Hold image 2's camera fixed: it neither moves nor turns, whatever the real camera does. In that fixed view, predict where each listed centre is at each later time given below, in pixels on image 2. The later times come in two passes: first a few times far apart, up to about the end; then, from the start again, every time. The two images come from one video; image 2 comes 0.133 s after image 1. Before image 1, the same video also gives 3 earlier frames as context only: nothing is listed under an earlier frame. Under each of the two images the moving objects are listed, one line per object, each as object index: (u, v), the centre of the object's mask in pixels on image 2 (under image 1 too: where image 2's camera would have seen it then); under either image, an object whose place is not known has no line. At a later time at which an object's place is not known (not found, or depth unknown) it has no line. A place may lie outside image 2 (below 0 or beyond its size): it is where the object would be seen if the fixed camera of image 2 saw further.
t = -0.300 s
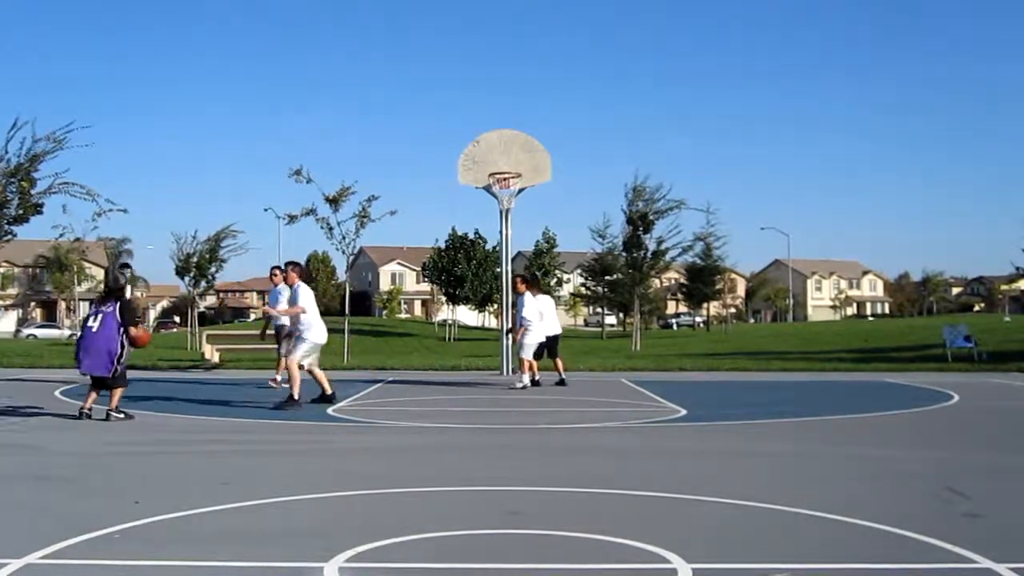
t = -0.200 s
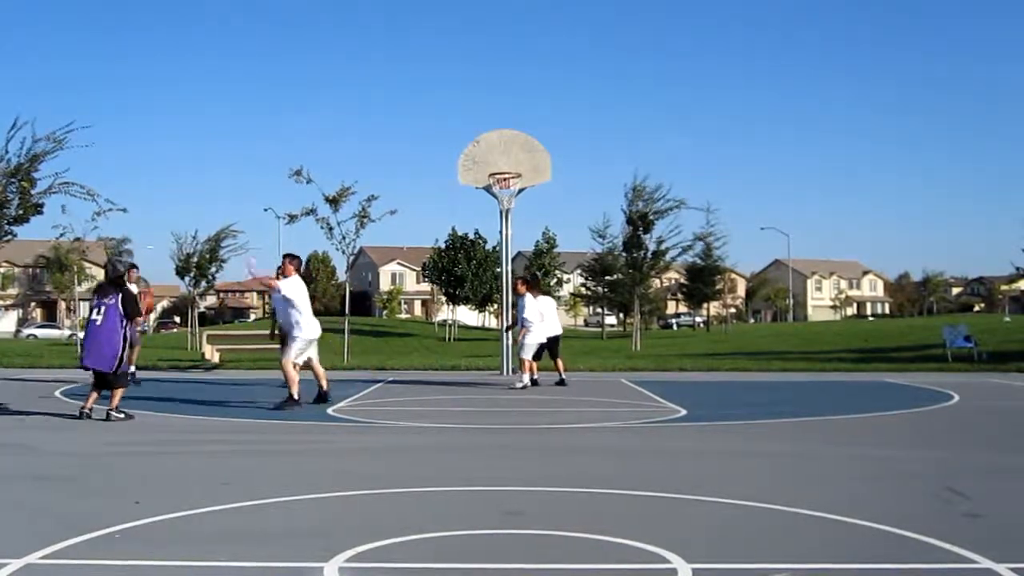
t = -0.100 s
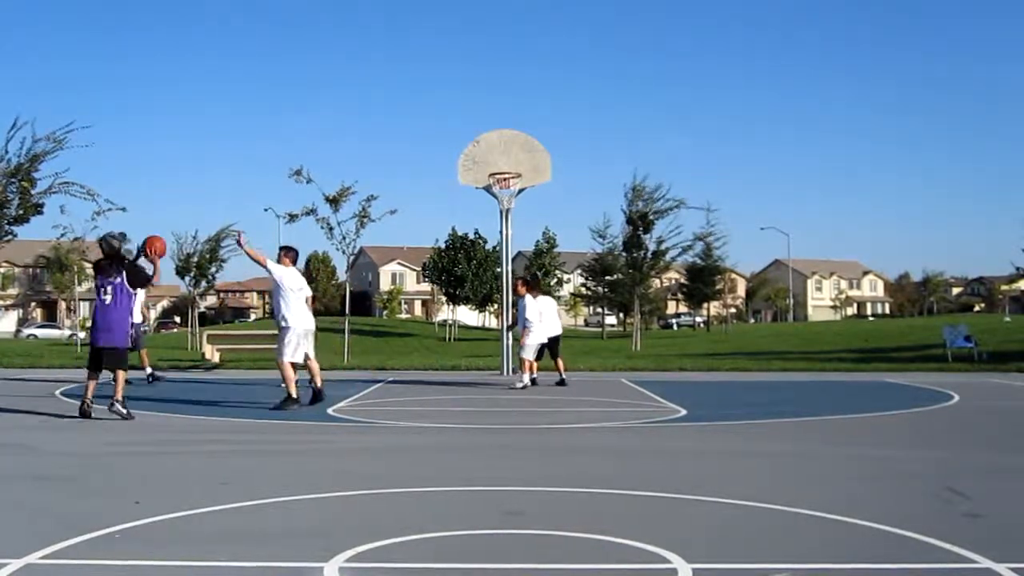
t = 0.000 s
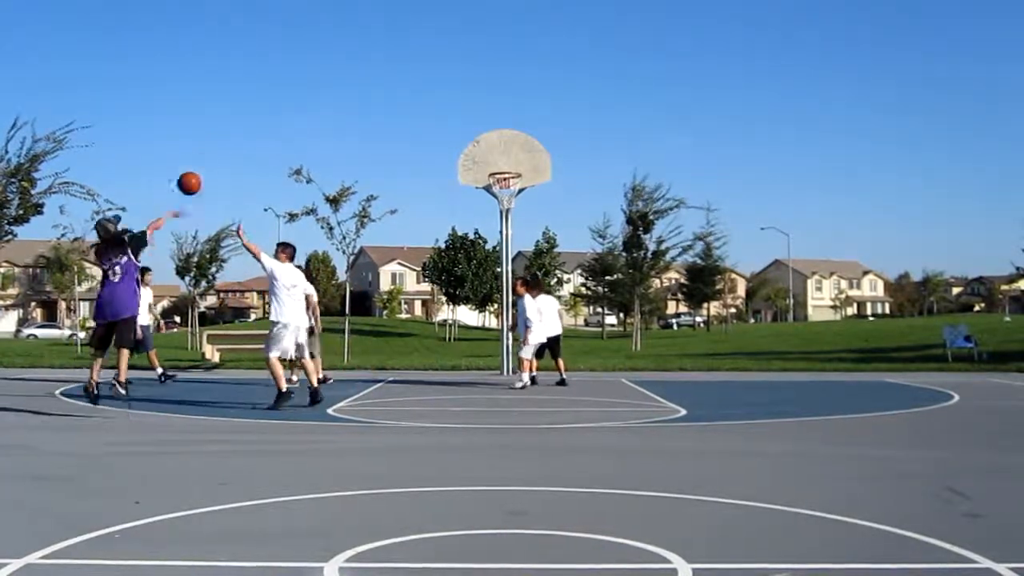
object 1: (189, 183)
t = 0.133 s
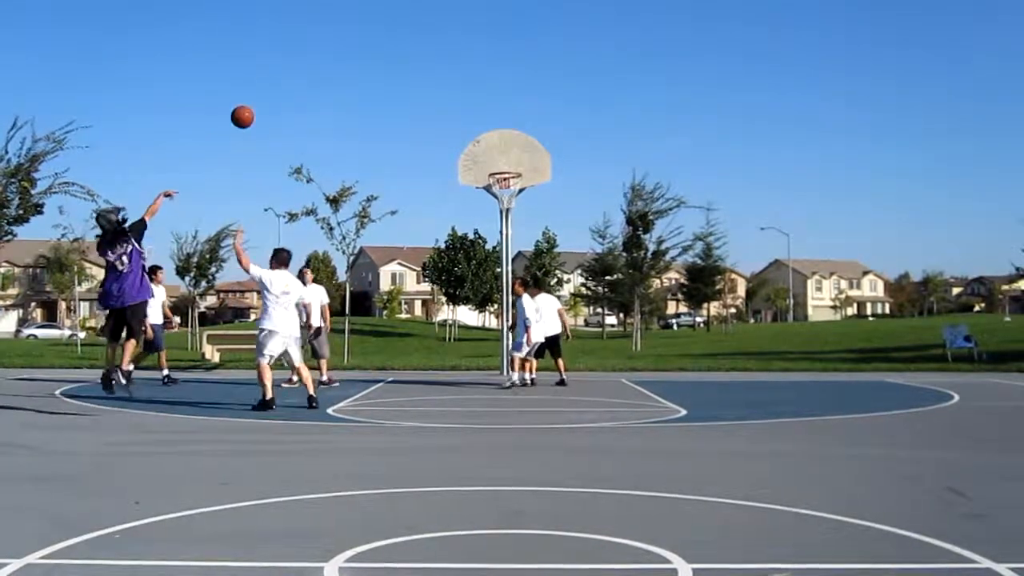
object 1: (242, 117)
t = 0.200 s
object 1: (267, 92)
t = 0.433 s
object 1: (341, 44)
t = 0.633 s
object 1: (394, 40)
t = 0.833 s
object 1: (442, 66)
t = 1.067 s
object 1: (490, 125)
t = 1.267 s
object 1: (503, 152)
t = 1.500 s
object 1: (463, 112)
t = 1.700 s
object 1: (428, 107)
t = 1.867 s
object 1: (398, 123)
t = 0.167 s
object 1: (255, 104)
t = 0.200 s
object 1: (267, 92)
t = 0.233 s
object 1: (278, 81)
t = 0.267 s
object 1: (289, 73)
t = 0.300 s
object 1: (299, 65)
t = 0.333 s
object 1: (311, 59)
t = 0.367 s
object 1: (321, 52)
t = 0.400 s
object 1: (331, 48)
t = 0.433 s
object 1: (341, 44)
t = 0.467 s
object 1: (350, 41)
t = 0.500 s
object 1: (359, 39)
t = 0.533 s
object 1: (368, 38)
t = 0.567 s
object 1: (378, 38)
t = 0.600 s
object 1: (386, 39)
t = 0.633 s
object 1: (394, 40)
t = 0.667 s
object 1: (403, 43)
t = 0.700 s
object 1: (411, 46)
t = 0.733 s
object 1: (419, 50)
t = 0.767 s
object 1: (427, 54)
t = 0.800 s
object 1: (435, 59)
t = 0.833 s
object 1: (442, 66)
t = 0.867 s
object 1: (449, 72)
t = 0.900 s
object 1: (456, 79)
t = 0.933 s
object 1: (464, 87)
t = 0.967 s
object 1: (471, 96)
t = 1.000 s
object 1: (477, 105)
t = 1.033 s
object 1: (484, 114)
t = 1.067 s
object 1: (490, 125)
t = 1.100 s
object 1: (497, 135)
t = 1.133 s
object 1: (503, 147)
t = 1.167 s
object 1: (509, 159)
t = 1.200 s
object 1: (515, 170)
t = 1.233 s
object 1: (509, 161)
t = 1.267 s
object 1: (503, 152)
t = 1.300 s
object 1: (498, 144)
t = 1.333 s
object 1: (492, 137)
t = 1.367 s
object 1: (486, 131)
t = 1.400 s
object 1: (480, 125)
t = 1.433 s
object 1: (475, 120)
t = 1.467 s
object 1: (468, 116)
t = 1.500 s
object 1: (463, 112)
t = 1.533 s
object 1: (457, 110)
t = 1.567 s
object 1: (451, 108)
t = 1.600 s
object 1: (445, 106)
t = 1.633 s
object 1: (439, 105)
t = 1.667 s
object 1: (434, 105)
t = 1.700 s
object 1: (428, 107)
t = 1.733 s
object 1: (422, 108)
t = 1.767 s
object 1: (416, 111)
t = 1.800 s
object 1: (410, 114)
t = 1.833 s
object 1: (404, 118)
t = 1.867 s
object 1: (398, 123)
